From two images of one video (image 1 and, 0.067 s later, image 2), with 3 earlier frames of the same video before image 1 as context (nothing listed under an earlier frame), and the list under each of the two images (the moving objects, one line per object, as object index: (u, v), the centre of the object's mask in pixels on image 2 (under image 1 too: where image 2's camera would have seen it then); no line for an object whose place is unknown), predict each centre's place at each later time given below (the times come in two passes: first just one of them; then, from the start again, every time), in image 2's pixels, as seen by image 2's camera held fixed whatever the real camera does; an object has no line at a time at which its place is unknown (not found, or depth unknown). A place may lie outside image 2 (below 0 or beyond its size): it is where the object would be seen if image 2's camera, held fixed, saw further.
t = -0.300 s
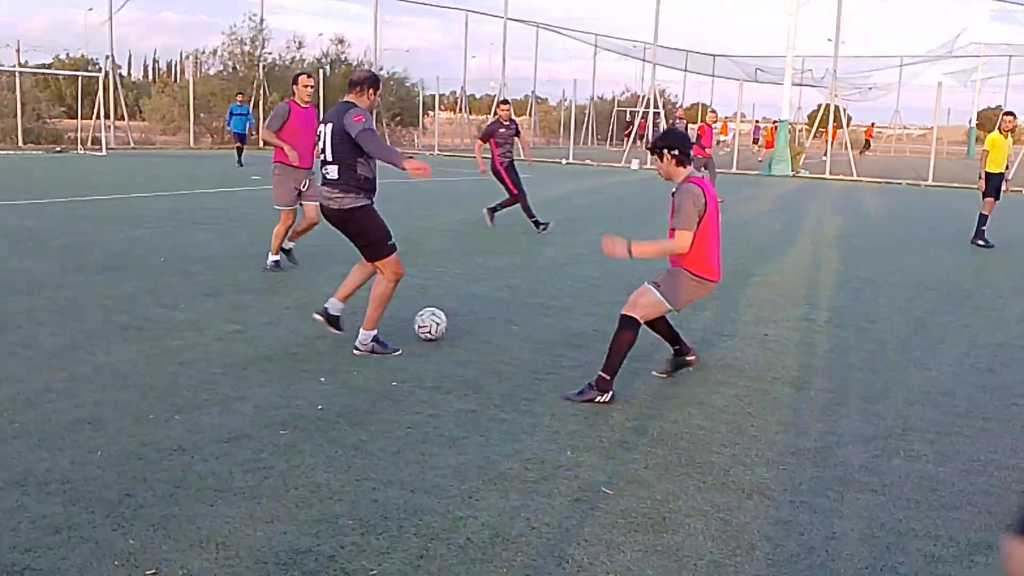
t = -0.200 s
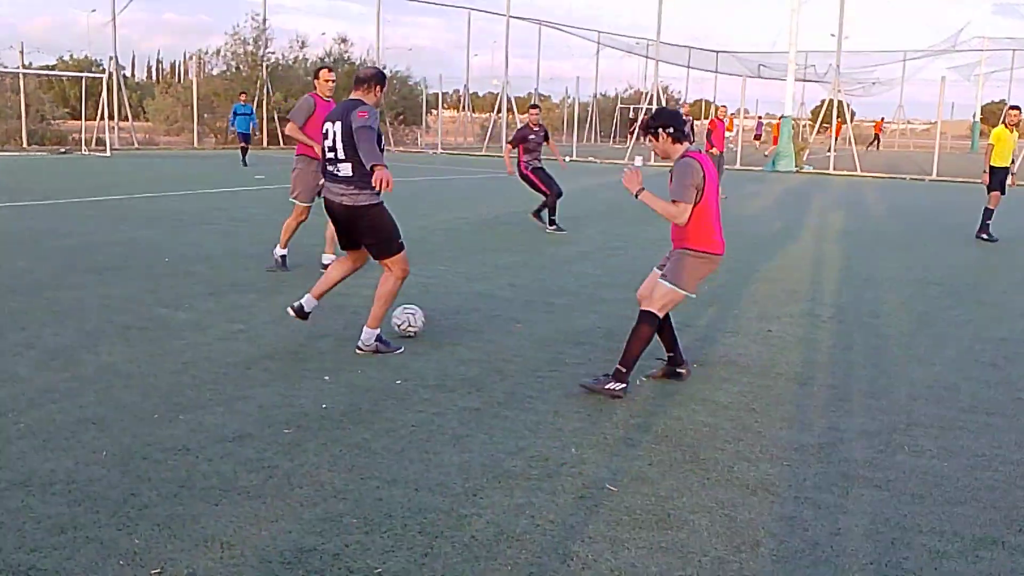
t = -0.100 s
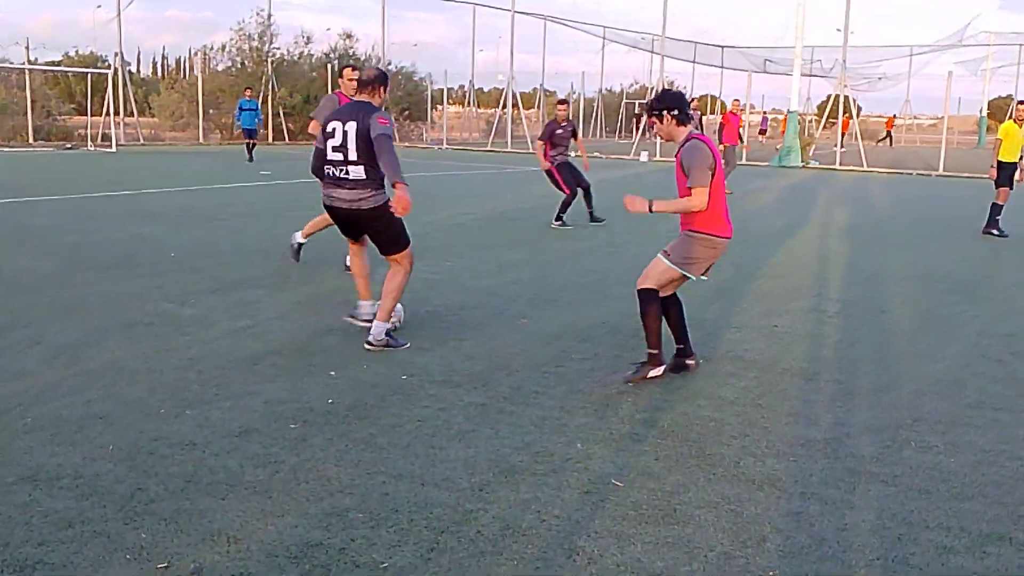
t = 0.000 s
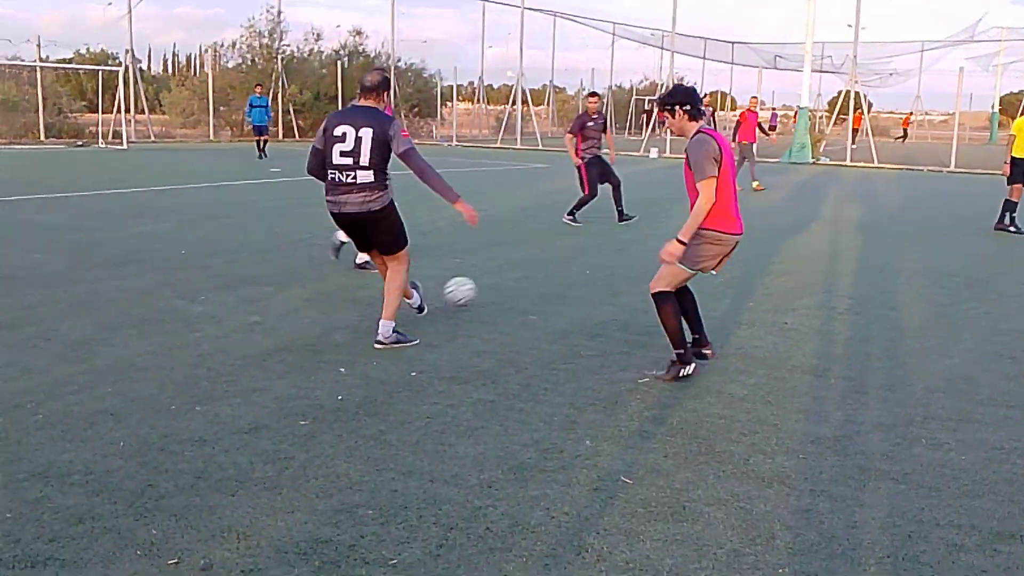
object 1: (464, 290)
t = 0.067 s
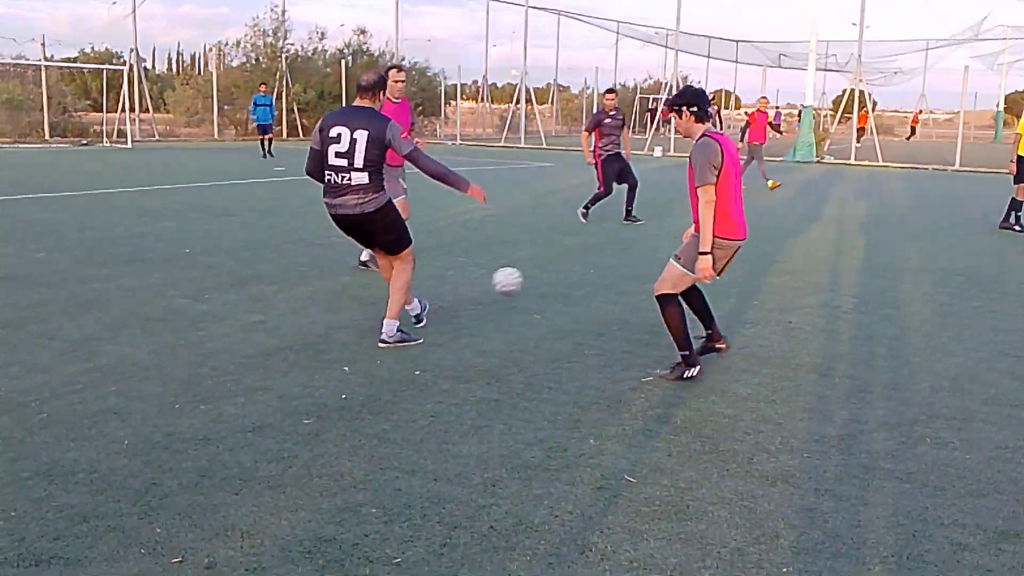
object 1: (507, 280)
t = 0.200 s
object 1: (574, 266)
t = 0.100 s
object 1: (527, 279)
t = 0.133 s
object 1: (546, 278)
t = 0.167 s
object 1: (560, 272)
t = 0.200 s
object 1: (574, 266)
